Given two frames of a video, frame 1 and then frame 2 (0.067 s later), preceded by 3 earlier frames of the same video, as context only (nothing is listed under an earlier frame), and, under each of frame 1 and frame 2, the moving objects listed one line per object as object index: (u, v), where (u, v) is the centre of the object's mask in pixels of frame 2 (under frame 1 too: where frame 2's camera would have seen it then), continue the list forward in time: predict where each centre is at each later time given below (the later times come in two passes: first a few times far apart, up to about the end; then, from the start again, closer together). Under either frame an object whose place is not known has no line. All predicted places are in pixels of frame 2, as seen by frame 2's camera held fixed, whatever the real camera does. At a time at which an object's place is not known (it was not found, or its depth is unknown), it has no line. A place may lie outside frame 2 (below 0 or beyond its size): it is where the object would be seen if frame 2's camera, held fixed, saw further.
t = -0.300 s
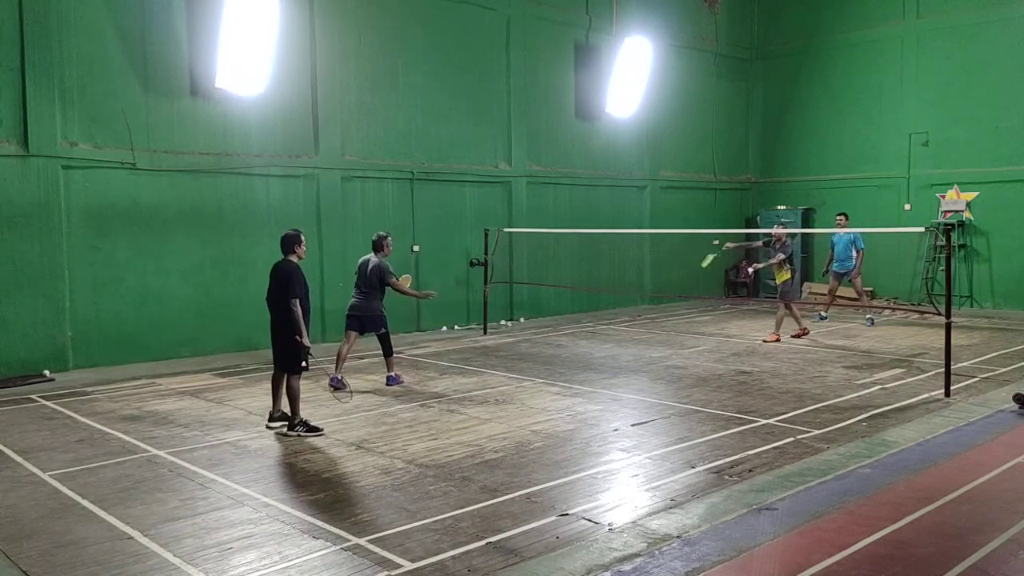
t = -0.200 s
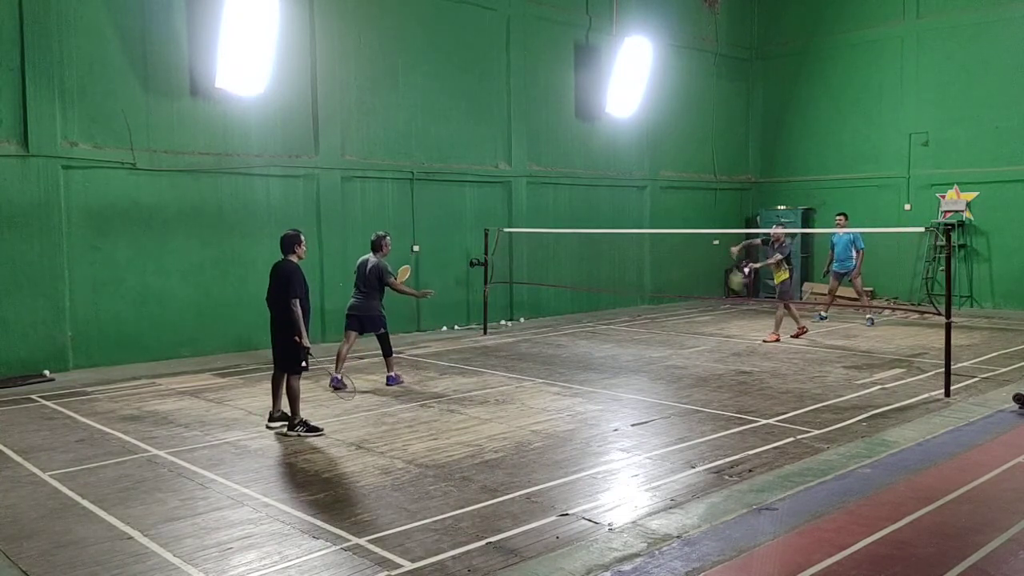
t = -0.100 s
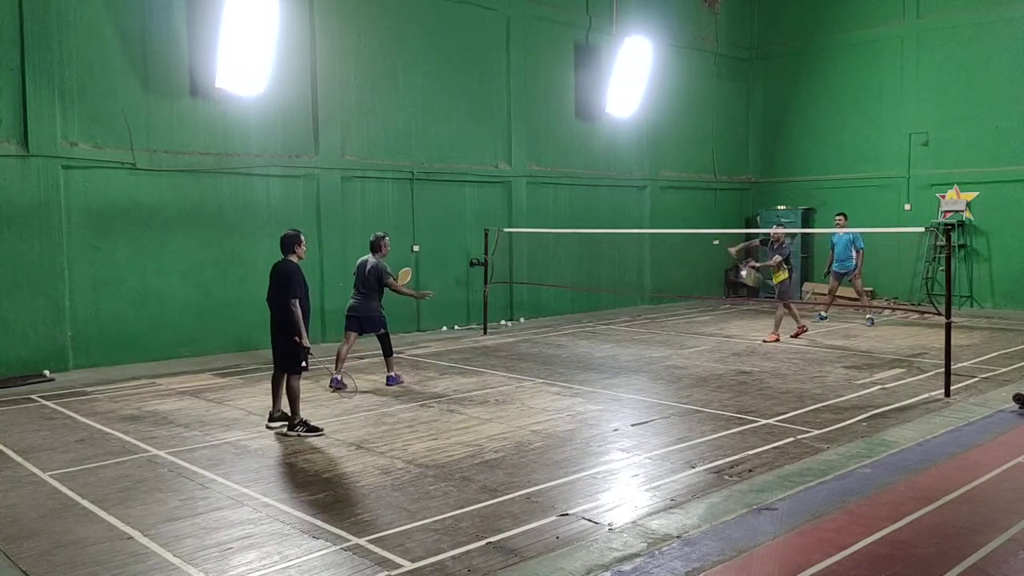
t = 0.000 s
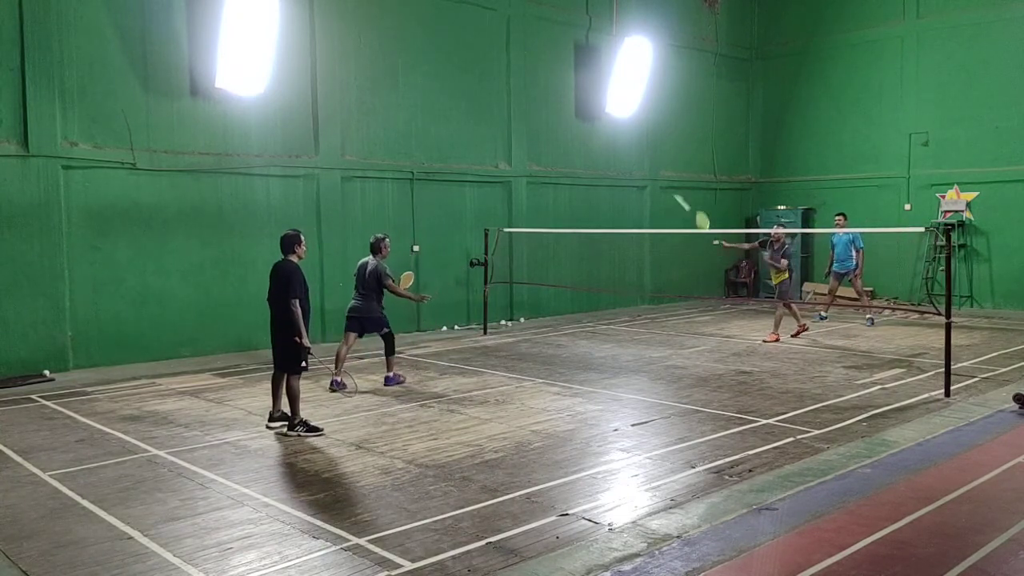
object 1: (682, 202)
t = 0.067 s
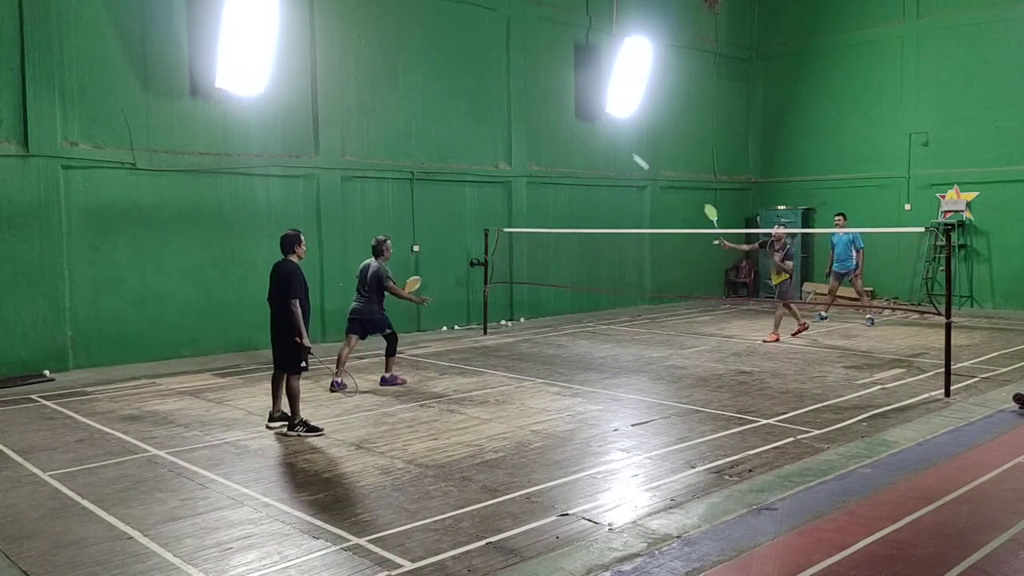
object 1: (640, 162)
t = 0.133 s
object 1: (603, 128)
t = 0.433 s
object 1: (466, 42)
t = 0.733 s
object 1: (351, 47)
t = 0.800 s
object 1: (327, 61)
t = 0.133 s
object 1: (603, 128)
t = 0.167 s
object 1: (586, 114)
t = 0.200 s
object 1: (570, 100)
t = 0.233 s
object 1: (554, 88)
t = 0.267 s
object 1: (539, 77)
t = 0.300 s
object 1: (523, 67)
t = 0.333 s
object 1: (508, 59)
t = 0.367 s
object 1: (494, 53)
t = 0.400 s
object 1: (480, 47)
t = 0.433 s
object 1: (466, 42)
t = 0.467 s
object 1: (453, 38)
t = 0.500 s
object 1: (439, 36)
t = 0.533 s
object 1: (426, 34)
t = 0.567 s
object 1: (413, 33)
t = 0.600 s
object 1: (400, 34)
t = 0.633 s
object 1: (387, 36)
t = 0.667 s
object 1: (375, 39)
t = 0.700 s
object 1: (363, 42)
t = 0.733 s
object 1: (351, 47)
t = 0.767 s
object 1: (339, 53)
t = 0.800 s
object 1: (327, 61)
